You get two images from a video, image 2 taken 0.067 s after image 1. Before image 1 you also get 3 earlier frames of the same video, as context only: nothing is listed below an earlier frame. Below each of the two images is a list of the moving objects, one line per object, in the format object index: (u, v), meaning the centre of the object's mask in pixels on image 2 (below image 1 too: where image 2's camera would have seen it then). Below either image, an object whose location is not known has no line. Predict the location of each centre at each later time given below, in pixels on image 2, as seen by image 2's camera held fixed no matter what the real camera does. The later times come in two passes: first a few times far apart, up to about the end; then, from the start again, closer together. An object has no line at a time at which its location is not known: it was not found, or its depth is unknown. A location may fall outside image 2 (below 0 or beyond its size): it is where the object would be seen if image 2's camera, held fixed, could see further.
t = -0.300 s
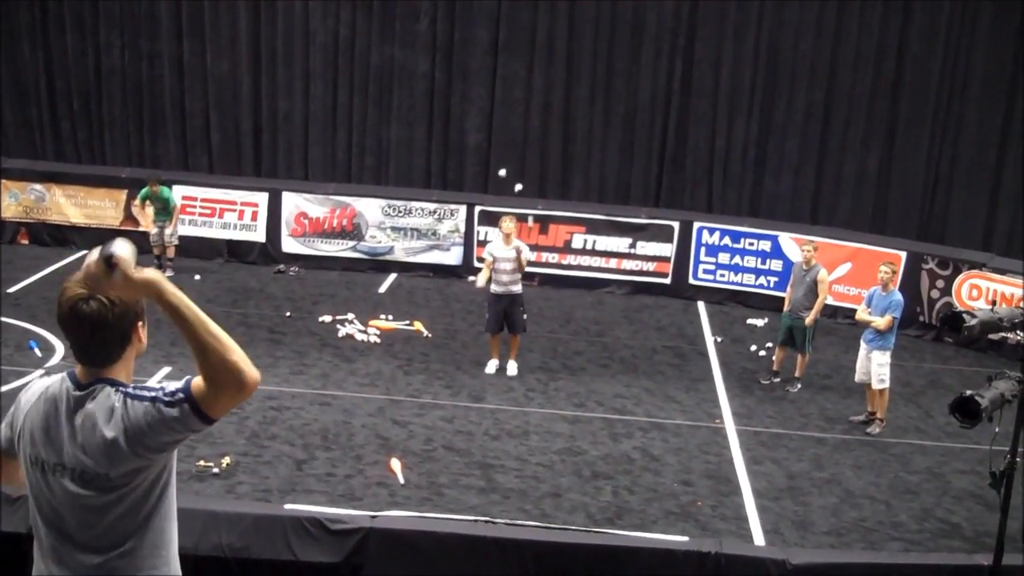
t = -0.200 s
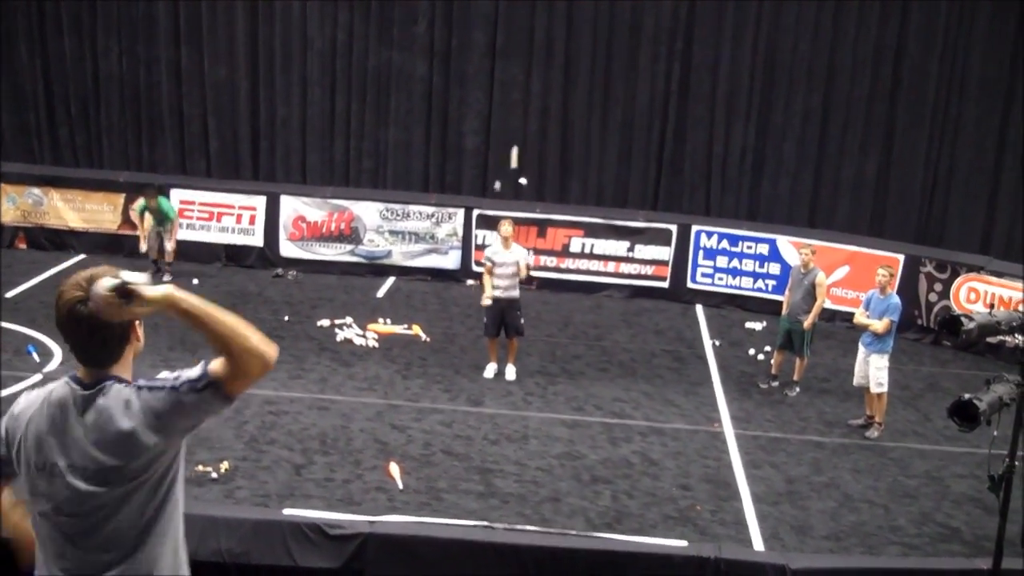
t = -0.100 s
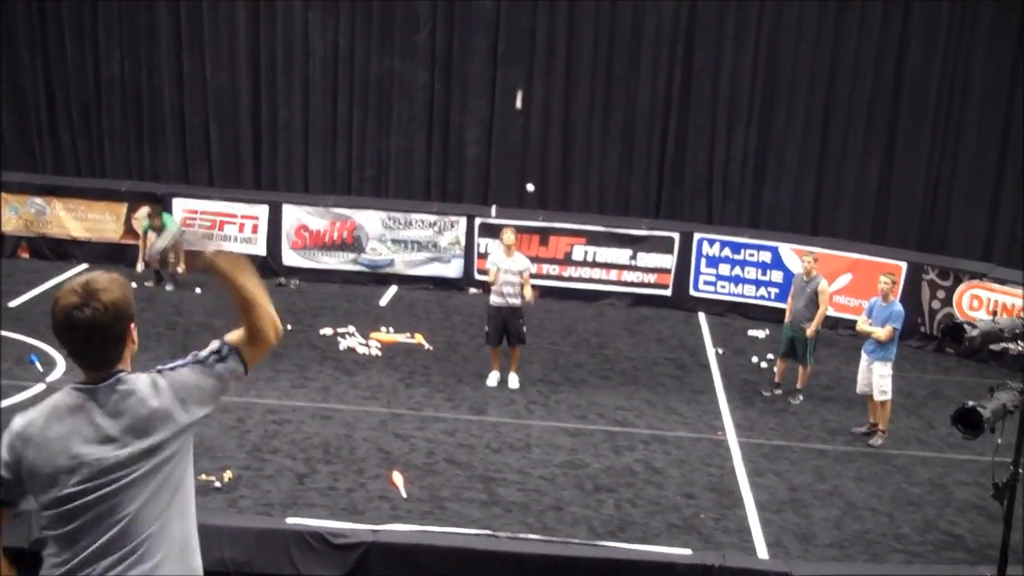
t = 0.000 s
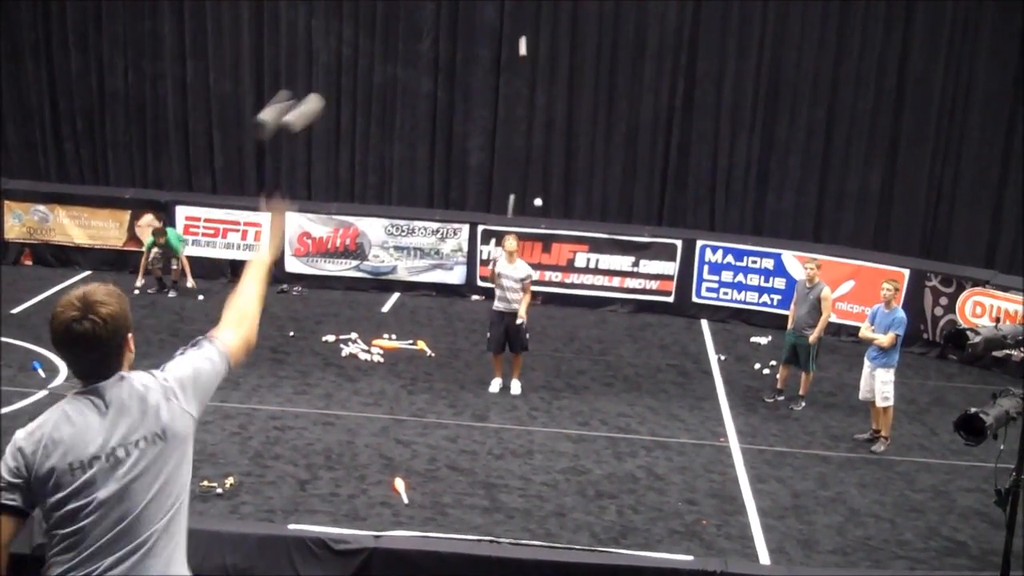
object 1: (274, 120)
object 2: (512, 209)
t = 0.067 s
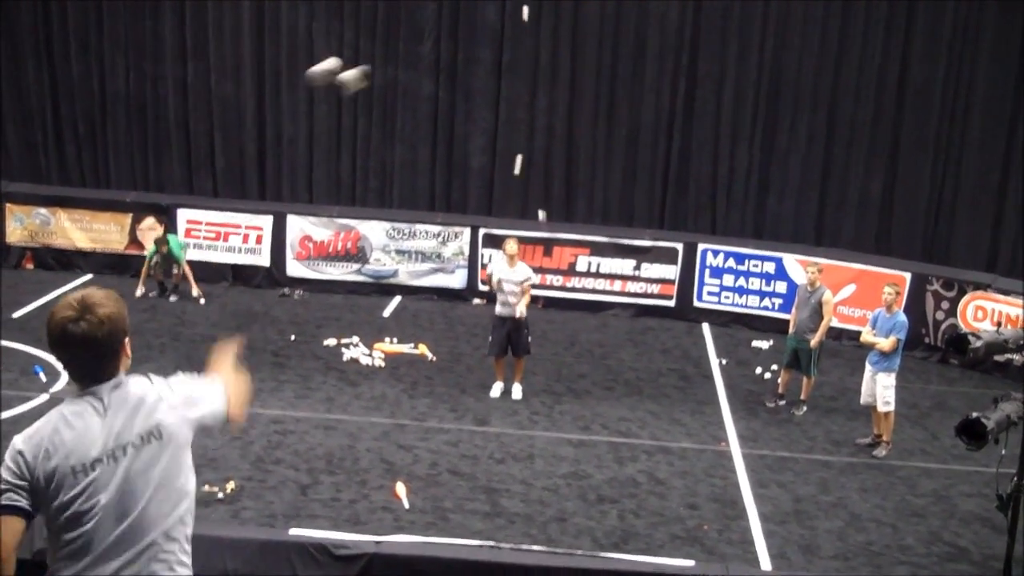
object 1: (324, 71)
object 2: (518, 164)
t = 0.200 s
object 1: (389, 40)
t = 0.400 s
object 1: (441, 64)
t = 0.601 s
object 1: (468, 130)
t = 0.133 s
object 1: (359, 50)
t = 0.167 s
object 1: (376, 42)
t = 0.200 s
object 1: (389, 40)
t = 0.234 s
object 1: (400, 40)
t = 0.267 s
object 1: (411, 39)
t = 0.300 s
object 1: (420, 42)
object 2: (536, 25)
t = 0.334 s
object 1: (427, 49)
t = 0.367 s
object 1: (435, 55)
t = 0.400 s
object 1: (441, 64)
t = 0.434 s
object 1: (446, 74)
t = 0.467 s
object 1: (453, 84)
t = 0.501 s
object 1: (457, 95)
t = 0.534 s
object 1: (461, 106)
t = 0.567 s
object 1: (465, 117)
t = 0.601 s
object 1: (468, 130)
